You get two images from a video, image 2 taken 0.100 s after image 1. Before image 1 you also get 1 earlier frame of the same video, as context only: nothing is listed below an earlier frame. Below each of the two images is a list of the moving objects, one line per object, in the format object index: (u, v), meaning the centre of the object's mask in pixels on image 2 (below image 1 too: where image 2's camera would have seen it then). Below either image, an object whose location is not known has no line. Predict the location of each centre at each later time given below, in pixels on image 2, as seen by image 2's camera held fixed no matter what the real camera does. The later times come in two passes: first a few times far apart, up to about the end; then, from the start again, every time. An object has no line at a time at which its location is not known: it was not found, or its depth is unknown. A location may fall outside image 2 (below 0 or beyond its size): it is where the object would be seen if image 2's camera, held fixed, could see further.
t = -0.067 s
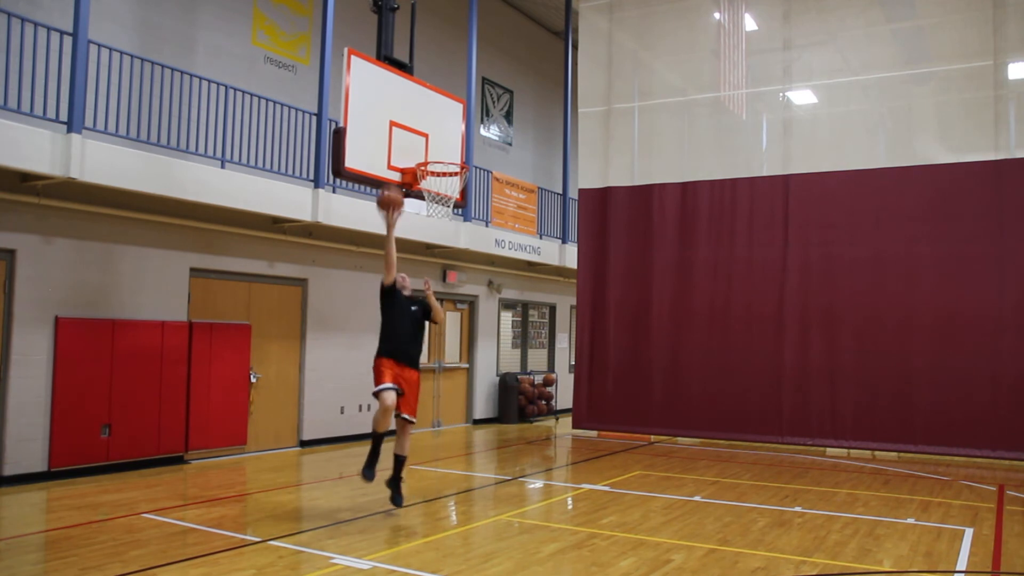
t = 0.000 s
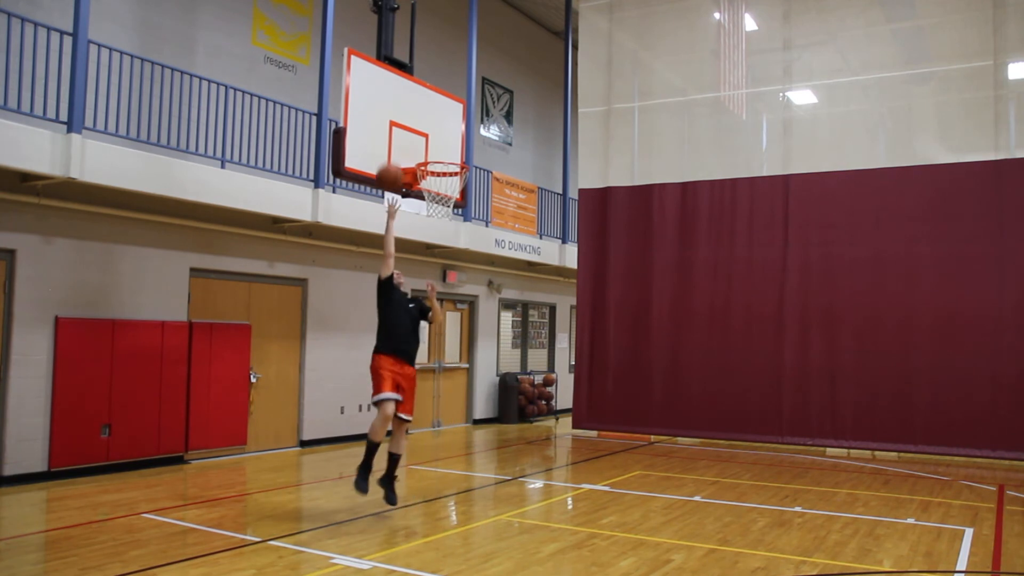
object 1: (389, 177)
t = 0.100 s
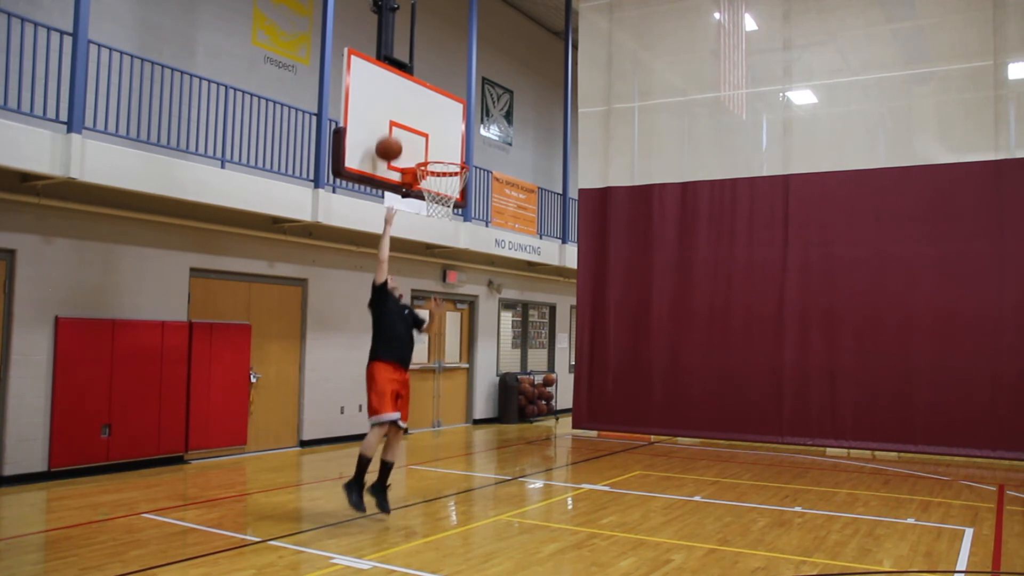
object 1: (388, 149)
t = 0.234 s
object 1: (402, 133)
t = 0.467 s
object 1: (437, 152)
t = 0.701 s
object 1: (447, 181)
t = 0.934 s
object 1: (446, 216)
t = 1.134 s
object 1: (442, 259)
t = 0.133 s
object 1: (388, 142)
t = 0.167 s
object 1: (391, 138)
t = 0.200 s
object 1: (397, 135)
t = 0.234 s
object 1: (402, 133)
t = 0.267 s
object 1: (408, 133)
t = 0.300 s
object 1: (413, 133)
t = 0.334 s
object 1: (418, 135)
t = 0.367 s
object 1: (423, 139)
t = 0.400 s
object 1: (428, 143)
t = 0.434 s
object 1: (433, 148)
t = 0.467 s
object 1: (437, 152)
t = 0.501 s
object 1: (438, 153)
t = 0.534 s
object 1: (440, 155)
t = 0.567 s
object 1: (442, 158)
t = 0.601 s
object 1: (443, 163)
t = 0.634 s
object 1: (444, 168)
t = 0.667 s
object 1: (446, 175)
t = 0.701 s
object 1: (447, 181)
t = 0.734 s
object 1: (449, 187)
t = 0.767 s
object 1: (453, 194)
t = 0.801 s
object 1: (450, 198)
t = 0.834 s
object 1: (449, 201)
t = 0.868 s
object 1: (449, 203)
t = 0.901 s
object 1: (447, 212)
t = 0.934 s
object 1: (446, 216)
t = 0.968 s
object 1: (446, 220)
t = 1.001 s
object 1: (446, 224)
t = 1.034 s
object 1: (445, 230)
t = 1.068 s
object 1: (444, 239)
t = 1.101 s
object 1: (443, 249)
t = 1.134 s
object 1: (442, 259)
